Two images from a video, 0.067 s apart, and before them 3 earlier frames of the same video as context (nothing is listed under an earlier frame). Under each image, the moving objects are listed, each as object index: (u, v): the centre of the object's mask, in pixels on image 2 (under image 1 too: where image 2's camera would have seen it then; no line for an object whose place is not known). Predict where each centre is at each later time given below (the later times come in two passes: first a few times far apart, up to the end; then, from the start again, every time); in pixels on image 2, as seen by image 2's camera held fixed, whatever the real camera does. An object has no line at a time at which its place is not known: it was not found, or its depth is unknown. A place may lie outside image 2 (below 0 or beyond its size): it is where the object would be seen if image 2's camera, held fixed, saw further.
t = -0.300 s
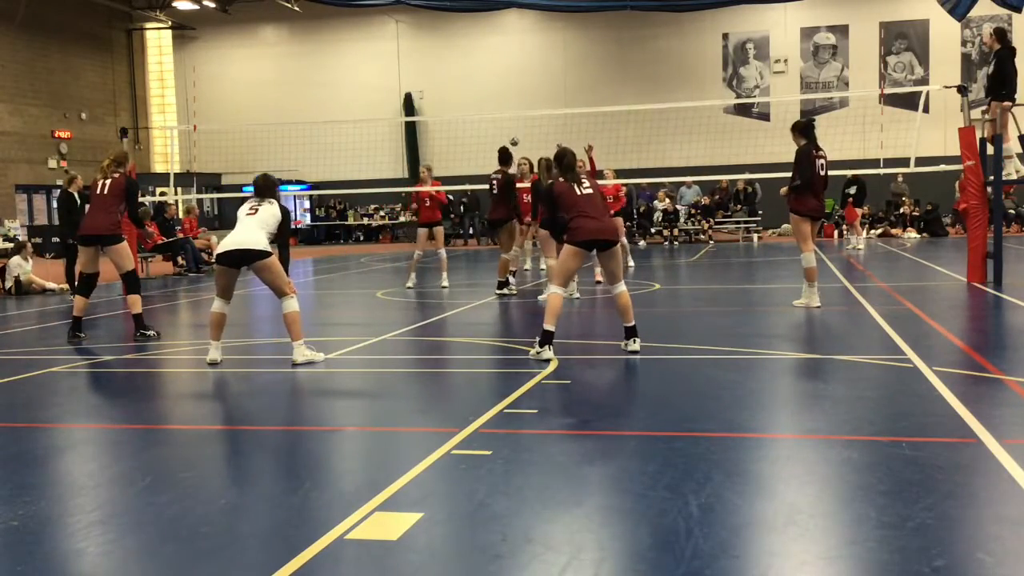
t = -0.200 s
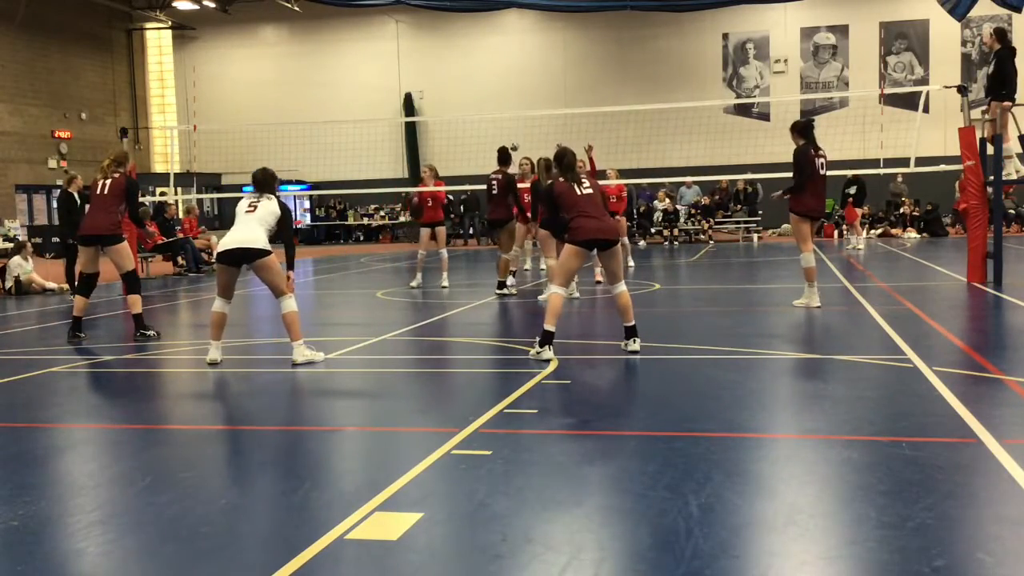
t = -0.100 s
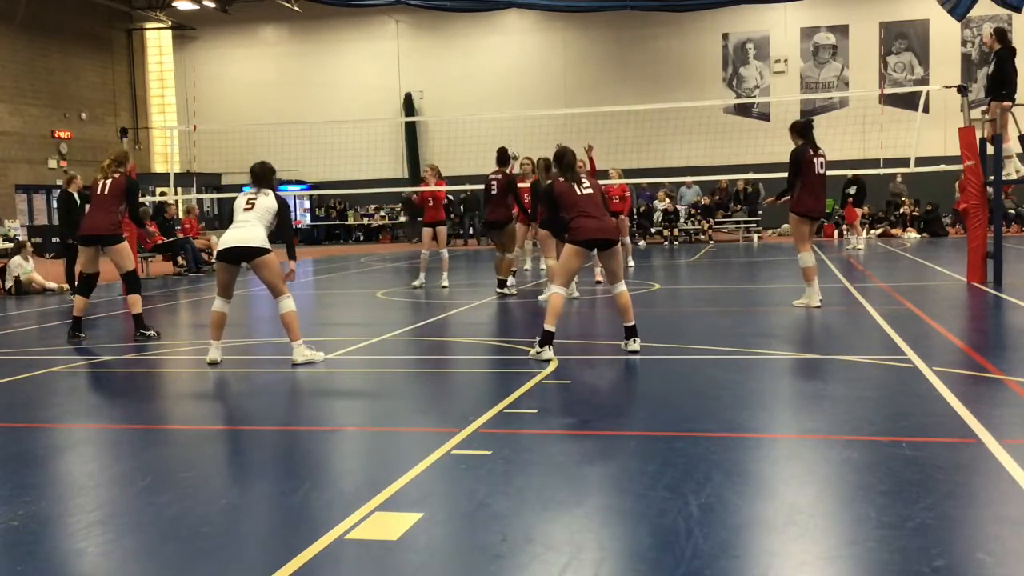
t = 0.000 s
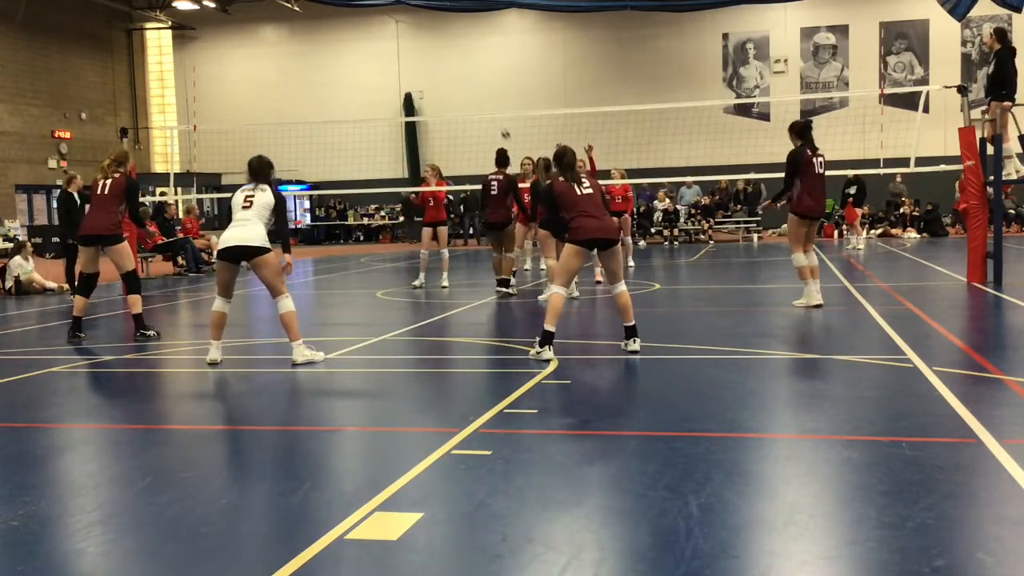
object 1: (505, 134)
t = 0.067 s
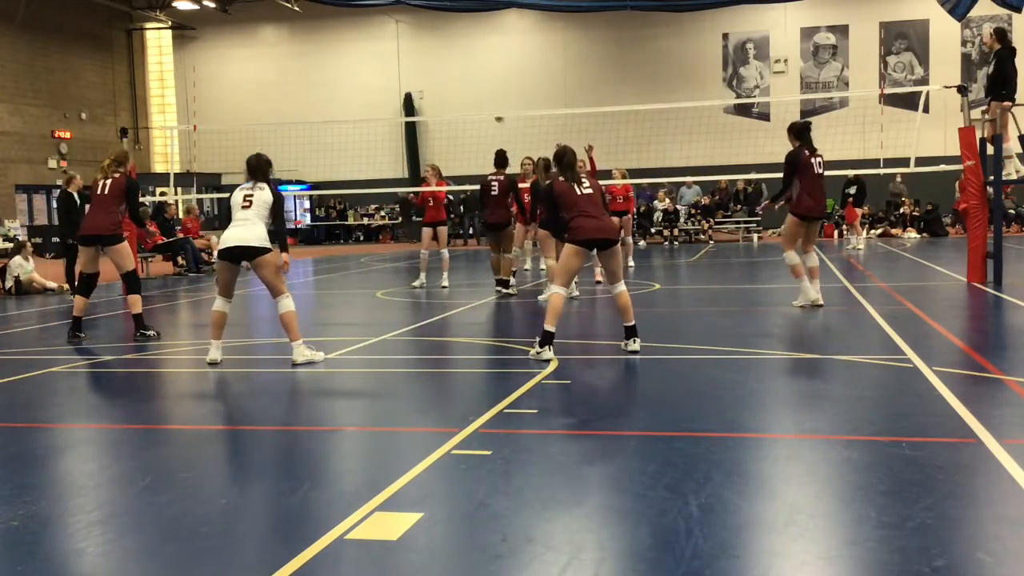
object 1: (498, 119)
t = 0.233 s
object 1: (482, 78)
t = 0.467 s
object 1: (453, 29)
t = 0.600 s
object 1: (431, 10)
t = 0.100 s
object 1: (495, 108)
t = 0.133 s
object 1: (492, 101)
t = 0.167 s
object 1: (489, 94)
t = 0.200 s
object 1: (486, 86)
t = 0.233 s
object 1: (482, 78)
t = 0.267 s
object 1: (478, 71)
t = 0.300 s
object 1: (474, 63)
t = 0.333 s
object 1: (470, 56)
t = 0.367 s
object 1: (465, 49)
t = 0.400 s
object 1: (461, 42)
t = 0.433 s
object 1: (457, 36)
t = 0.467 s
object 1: (453, 29)
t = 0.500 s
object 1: (448, 23)
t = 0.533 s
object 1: (442, 18)
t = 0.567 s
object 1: (437, 14)
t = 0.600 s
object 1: (431, 10)
